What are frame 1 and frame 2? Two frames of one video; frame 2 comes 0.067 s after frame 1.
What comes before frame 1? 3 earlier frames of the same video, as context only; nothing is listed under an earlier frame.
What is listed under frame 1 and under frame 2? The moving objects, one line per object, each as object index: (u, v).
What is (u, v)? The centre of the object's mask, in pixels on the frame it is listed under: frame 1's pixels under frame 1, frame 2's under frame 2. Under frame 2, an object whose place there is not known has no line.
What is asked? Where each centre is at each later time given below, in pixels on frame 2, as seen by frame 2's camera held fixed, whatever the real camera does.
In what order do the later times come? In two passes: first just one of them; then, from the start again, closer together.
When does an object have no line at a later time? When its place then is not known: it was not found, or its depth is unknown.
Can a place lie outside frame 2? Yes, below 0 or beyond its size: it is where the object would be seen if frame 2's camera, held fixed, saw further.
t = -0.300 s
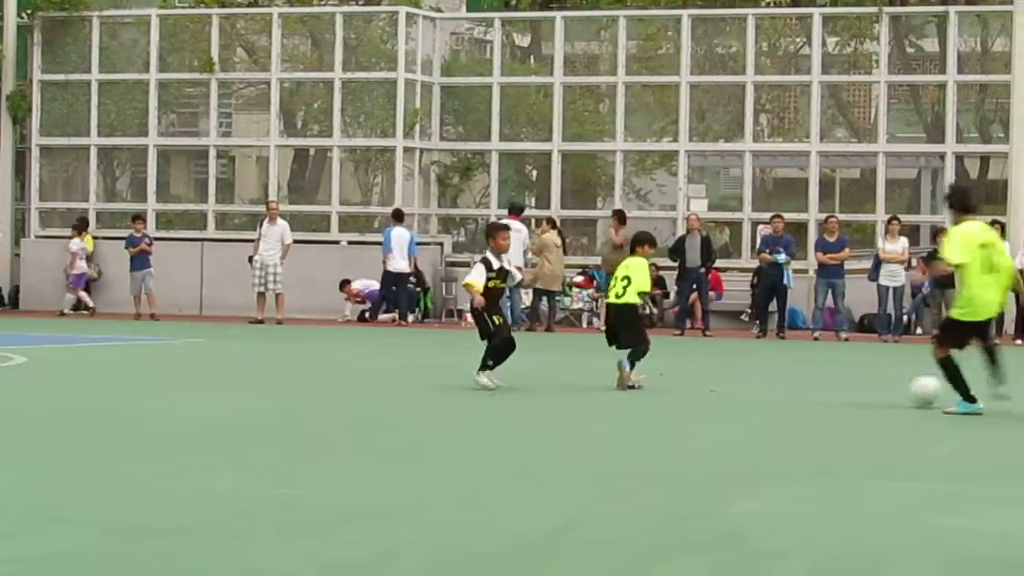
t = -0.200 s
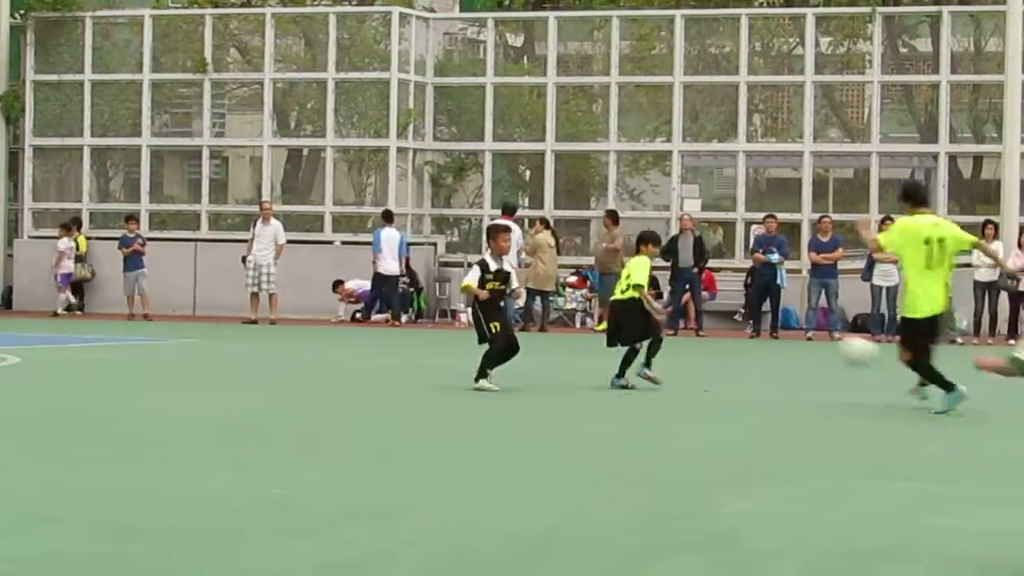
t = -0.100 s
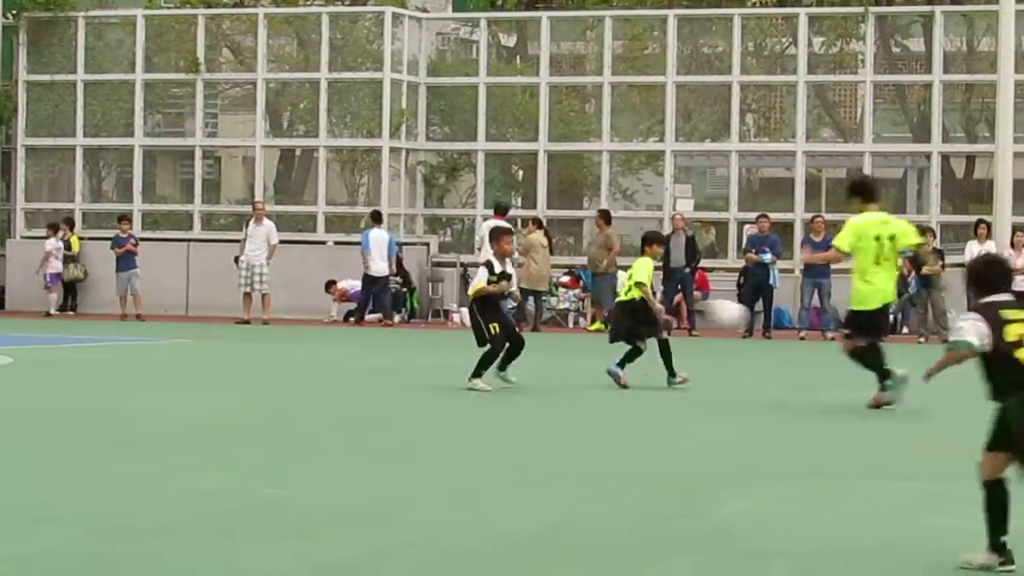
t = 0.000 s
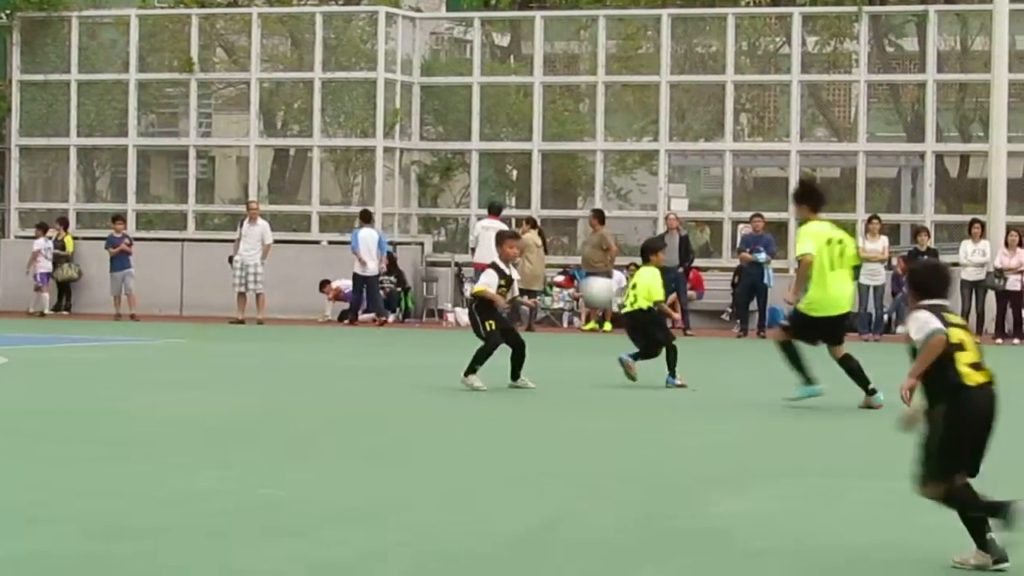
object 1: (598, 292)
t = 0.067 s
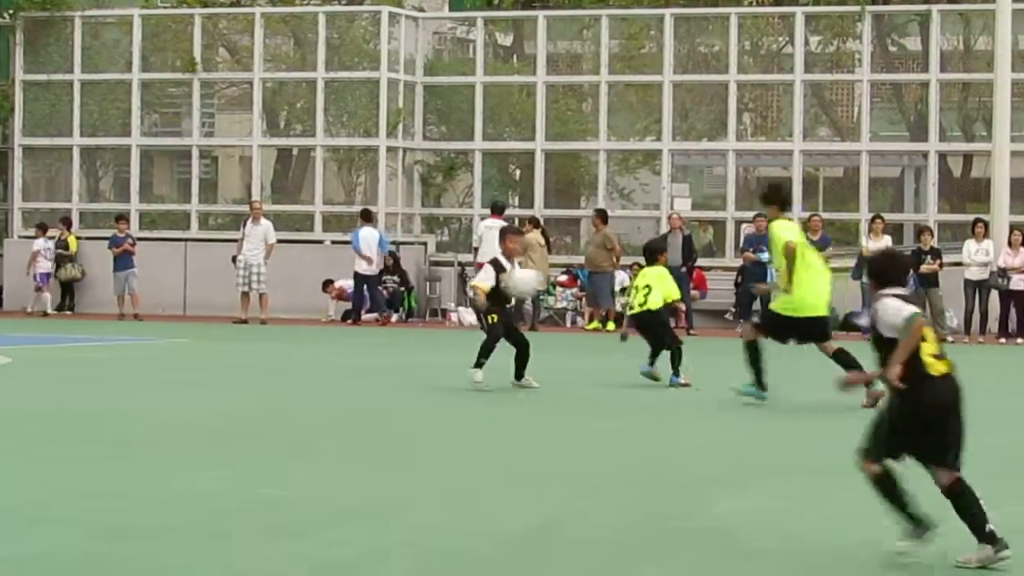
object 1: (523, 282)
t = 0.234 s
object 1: (328, 286)
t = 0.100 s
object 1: (484, 281)
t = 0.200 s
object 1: (366, 285)
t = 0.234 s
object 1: (328, 286)
